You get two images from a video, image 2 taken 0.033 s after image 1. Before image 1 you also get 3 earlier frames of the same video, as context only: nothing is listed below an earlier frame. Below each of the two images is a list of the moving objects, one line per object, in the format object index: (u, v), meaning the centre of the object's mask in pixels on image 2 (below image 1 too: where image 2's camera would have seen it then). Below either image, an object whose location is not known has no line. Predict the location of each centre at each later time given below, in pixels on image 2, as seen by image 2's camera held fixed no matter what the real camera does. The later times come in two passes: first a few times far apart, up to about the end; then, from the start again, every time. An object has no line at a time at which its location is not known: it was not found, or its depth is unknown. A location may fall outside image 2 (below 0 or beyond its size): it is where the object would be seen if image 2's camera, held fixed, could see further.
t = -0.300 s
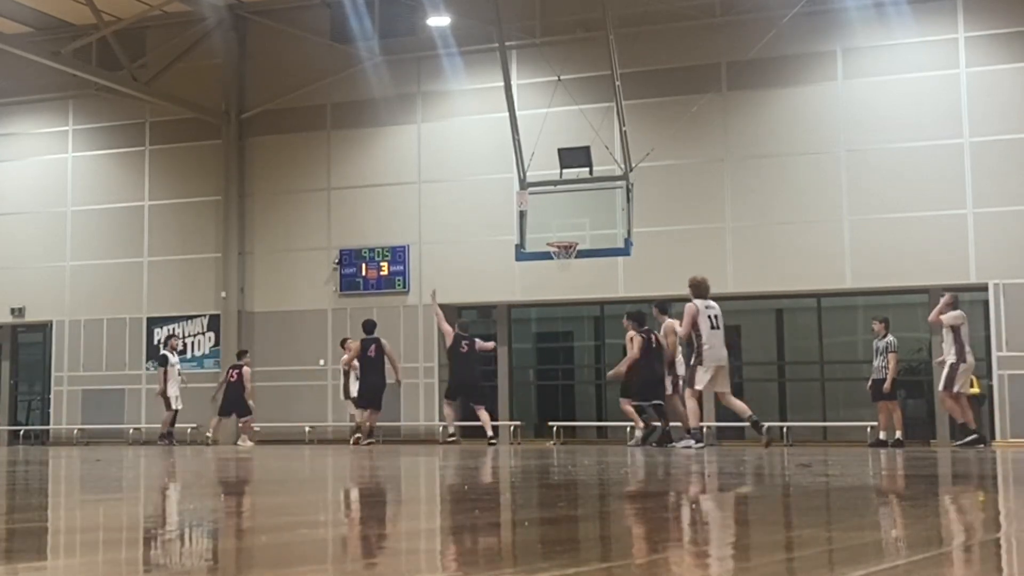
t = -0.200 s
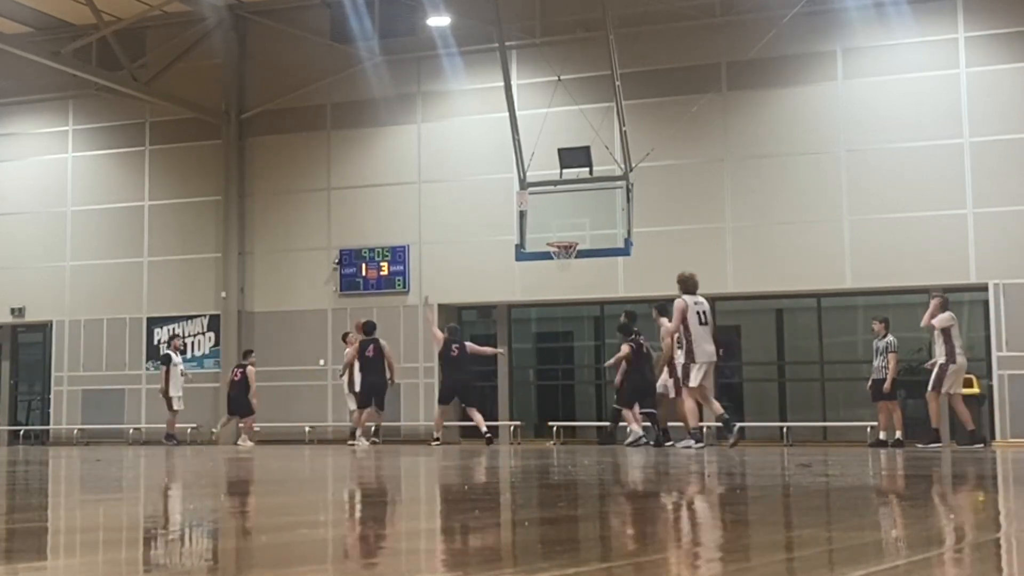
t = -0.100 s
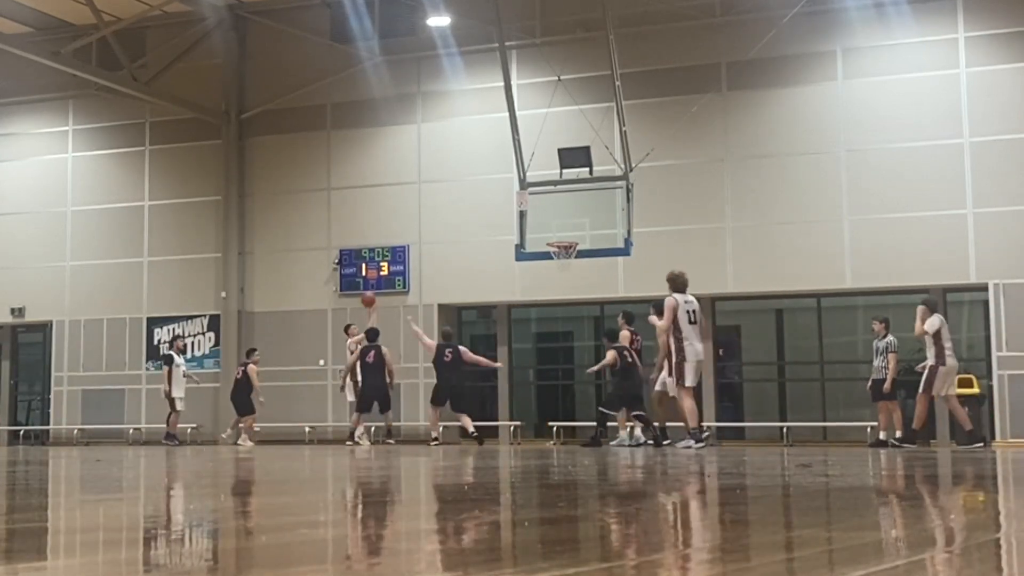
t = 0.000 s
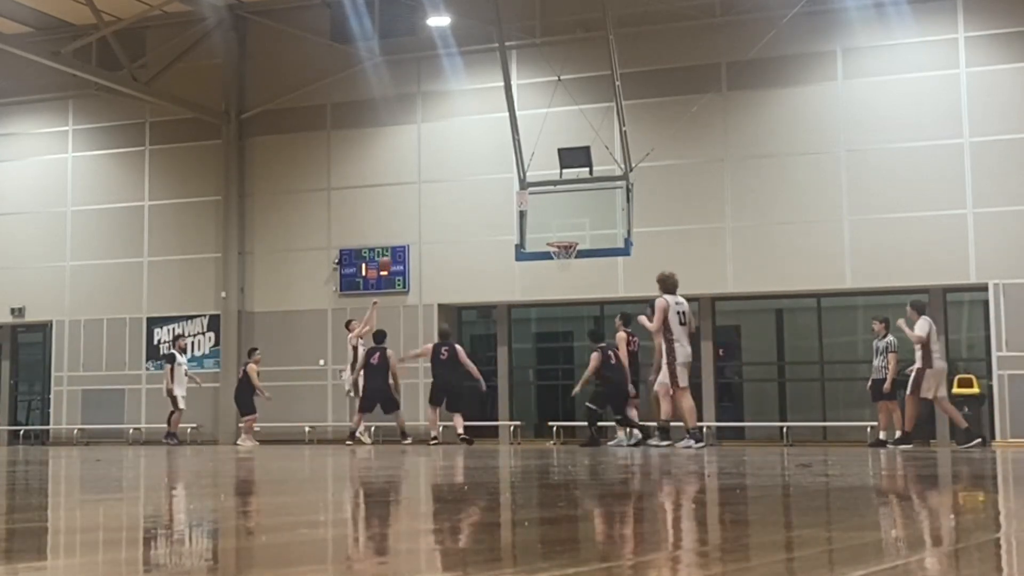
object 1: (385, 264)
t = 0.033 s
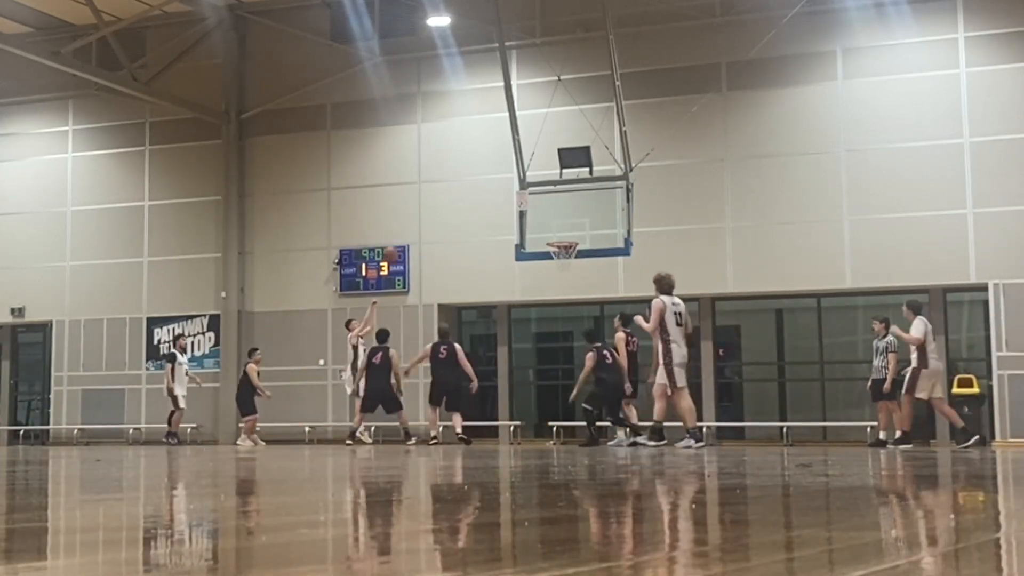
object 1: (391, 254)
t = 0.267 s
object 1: (430, 202)
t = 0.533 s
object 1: (476, 181)
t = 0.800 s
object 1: (524, 204)
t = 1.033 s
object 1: (553, 223)
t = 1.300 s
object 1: (560, 199)
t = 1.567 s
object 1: (568, 218)
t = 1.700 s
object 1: (571, 237)
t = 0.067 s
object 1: (396, 243)
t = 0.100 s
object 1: (402, 236)
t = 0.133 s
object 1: (407, 228)
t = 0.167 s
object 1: (413, 220)
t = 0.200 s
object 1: (419, 213)
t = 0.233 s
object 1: (424, 207)
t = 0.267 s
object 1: (430, 202)
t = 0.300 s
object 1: (436, 197)
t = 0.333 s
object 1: (442, 193)
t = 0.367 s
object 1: (447, 189)
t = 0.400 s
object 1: (453, 186)
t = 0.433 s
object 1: (459, 184)
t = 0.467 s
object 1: (465, 182)
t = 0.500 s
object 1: (470, 181)
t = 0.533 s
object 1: (476, 181)
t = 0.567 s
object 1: (482, 182)
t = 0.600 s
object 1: (488, 183)
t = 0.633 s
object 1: (494, 185)
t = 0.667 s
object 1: (500, 187)
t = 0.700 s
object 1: (505, 190)
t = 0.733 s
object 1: (512, 194)
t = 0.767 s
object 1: (517, 199)
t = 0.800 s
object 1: (524, 204)
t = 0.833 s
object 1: (529, 210)
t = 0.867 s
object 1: (535, 217)
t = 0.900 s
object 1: (541, 224)
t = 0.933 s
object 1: (547, 232)
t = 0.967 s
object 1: (551, 236)
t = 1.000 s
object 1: (552, 230)
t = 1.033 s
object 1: (553, 223)
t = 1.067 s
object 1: (554, 218)
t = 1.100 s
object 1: (555, 213)
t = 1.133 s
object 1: (556, 209)
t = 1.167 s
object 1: (557, 206)
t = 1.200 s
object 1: (558, 203)
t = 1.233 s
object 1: (559, 201)
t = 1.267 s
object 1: (559, 200)
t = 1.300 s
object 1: (560, 199)
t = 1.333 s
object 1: (562, 199)
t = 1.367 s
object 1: (563, 199)
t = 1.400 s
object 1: (564, 201)
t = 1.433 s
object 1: (565, 203)
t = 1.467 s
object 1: (566, 205)
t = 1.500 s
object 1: (567, 209)
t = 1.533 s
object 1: (568, 213)
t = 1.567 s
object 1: (568, 218)
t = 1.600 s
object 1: (569, 222)
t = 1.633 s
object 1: (569, 227)
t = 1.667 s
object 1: (570, 232)
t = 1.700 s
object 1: (571, 237)
